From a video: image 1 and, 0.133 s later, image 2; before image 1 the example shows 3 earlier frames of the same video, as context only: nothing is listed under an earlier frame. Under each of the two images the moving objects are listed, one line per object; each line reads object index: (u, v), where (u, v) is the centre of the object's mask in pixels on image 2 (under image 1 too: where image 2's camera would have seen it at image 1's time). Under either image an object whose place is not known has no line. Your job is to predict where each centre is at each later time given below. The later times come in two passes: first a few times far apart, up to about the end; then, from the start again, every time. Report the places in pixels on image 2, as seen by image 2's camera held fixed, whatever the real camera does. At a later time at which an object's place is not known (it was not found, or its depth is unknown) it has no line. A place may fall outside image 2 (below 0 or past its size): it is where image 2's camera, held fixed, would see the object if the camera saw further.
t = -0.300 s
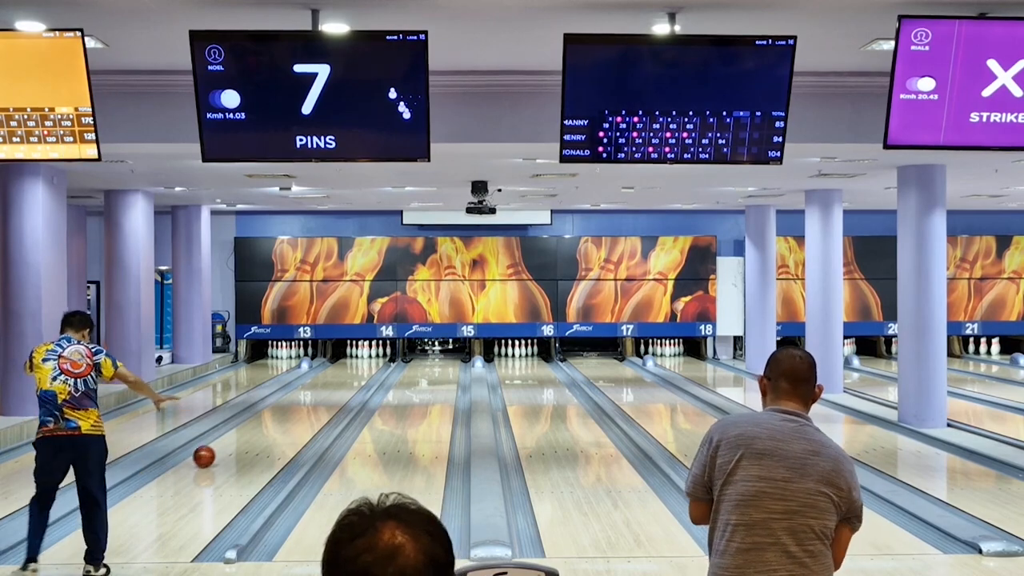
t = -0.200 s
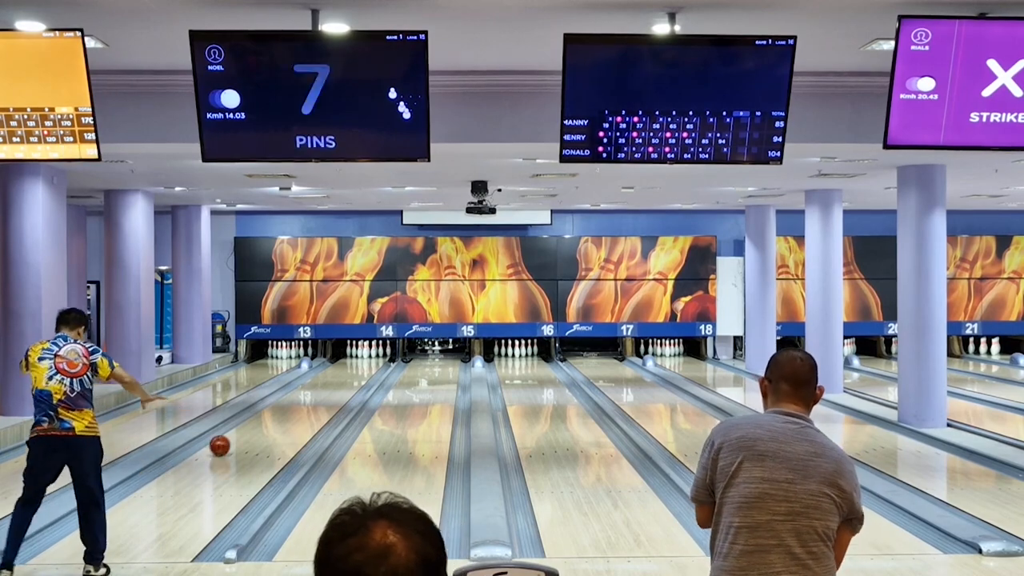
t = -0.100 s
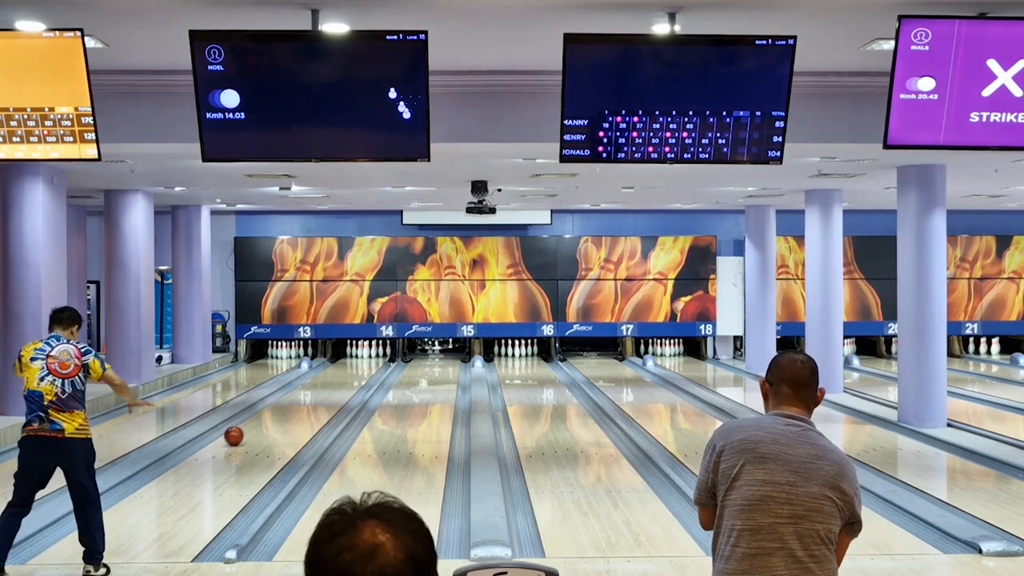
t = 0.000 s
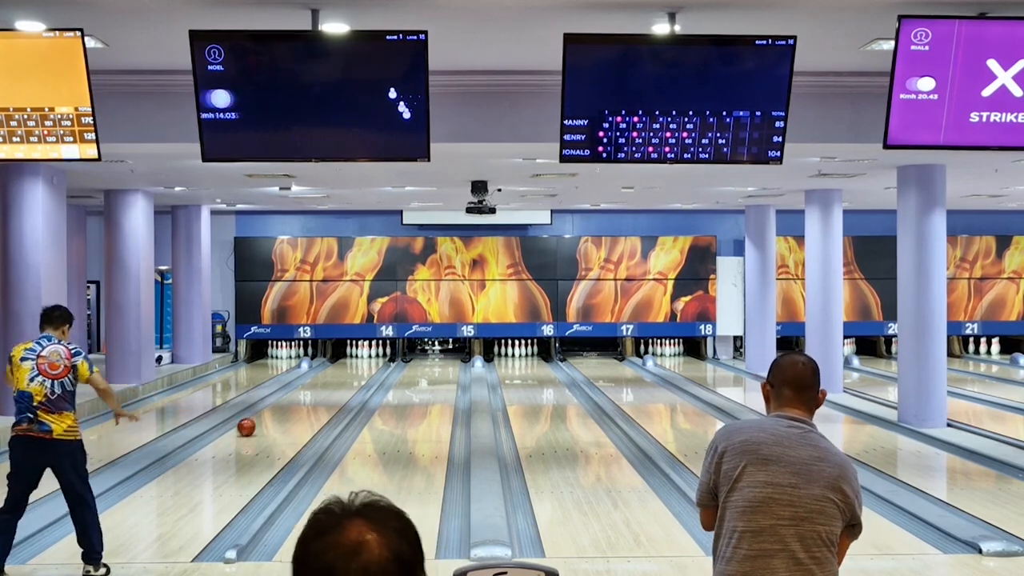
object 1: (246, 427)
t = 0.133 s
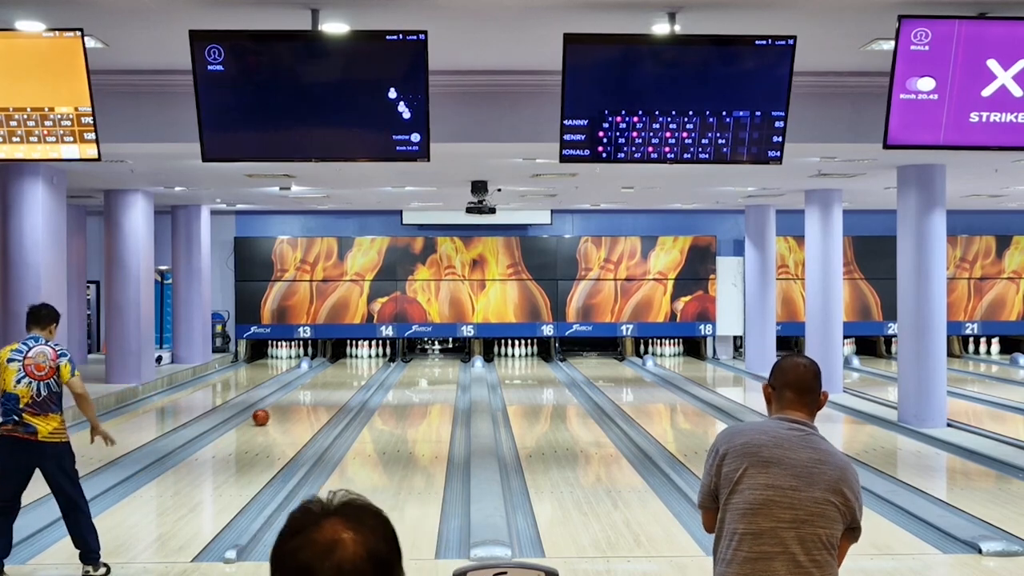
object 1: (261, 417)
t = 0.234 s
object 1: (271, 410)
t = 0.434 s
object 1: (287, 399)
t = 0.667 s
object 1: (304, 388)
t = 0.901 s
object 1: (319, 378)
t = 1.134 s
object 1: (331, 371)
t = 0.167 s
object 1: (264, 415)
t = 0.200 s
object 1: (267, 412)
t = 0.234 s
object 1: (271, 410)
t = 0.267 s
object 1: (273, 408)
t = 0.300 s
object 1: (277, 406)
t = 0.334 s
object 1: (279, 404)
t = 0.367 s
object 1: (282, 402)
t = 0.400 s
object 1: (285, 401)
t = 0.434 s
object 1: (287, 399)
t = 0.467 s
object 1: (290, 397)
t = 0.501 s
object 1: (293, 395)
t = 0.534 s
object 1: (295, 394)
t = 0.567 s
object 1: (298, 392)
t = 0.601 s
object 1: (300, 391)
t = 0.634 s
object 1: (302, 389)
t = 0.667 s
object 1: (304, 388)
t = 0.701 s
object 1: (307, 386)
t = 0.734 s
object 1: (309, 385)
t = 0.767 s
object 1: (311, 384)
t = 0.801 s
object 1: (313, 382)
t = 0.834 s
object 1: (315, 381)
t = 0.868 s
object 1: (317, 379)
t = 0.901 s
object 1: (319, 378)
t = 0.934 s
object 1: (320, 377)
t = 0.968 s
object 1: (322, 376)
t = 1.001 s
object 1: (324, 375)
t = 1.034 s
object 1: (326, 374)
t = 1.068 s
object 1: (328, 372)
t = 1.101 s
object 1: (329, 372)
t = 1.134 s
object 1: (331, 371)
